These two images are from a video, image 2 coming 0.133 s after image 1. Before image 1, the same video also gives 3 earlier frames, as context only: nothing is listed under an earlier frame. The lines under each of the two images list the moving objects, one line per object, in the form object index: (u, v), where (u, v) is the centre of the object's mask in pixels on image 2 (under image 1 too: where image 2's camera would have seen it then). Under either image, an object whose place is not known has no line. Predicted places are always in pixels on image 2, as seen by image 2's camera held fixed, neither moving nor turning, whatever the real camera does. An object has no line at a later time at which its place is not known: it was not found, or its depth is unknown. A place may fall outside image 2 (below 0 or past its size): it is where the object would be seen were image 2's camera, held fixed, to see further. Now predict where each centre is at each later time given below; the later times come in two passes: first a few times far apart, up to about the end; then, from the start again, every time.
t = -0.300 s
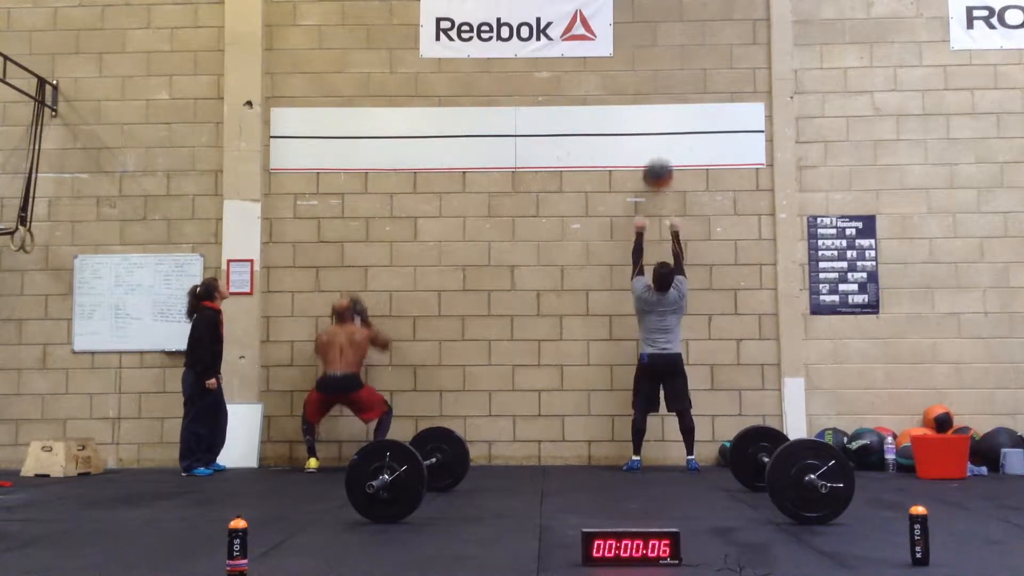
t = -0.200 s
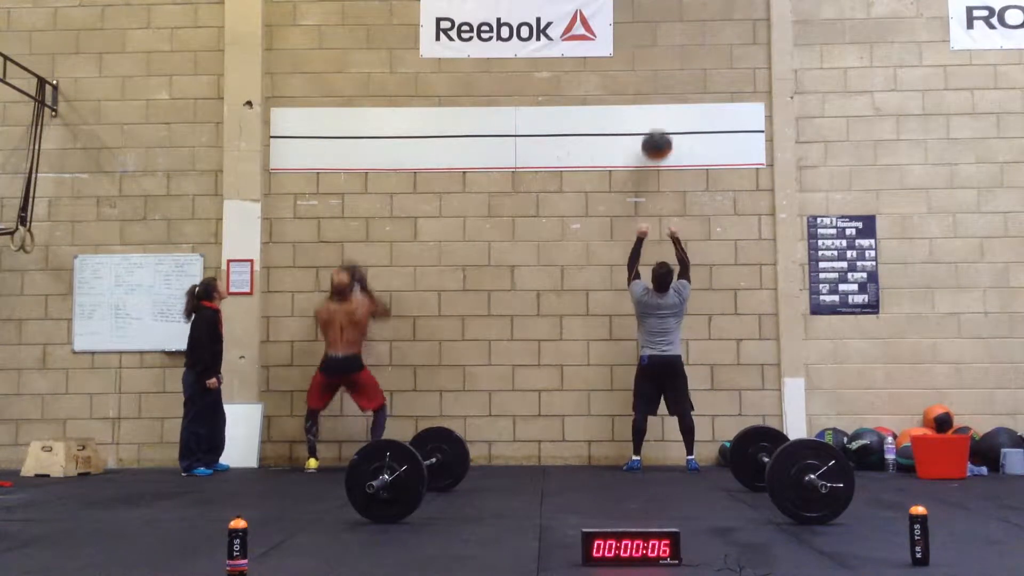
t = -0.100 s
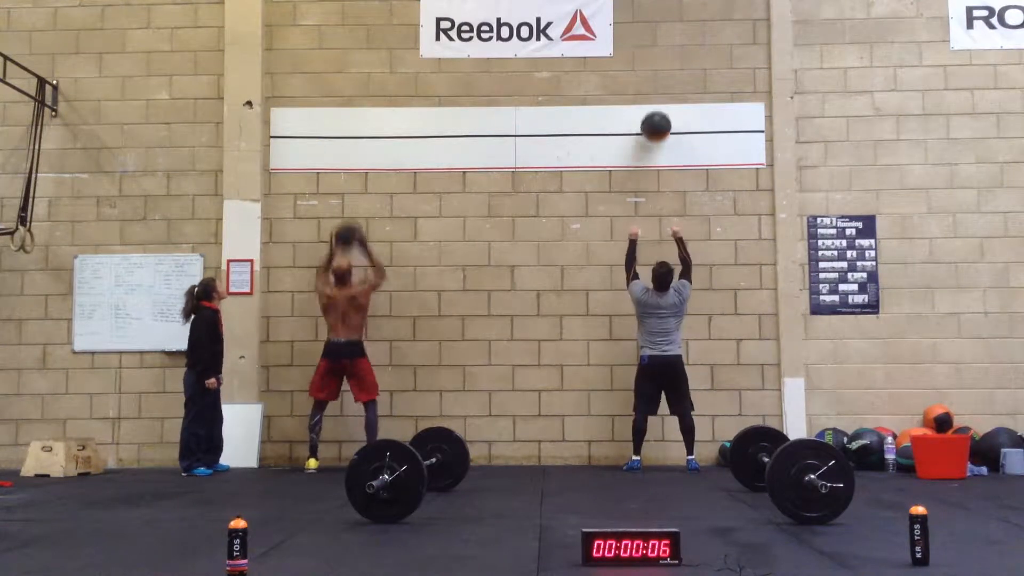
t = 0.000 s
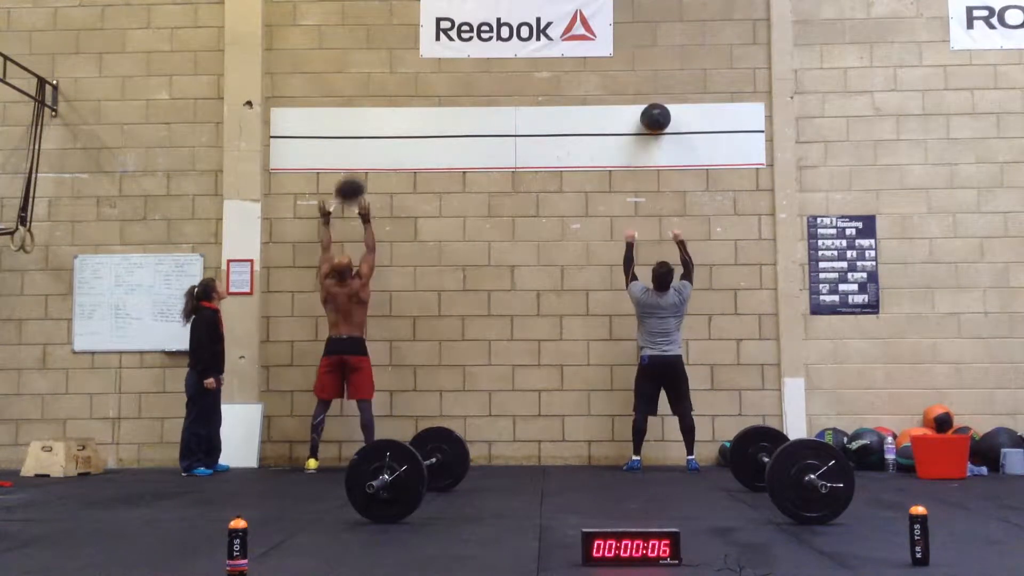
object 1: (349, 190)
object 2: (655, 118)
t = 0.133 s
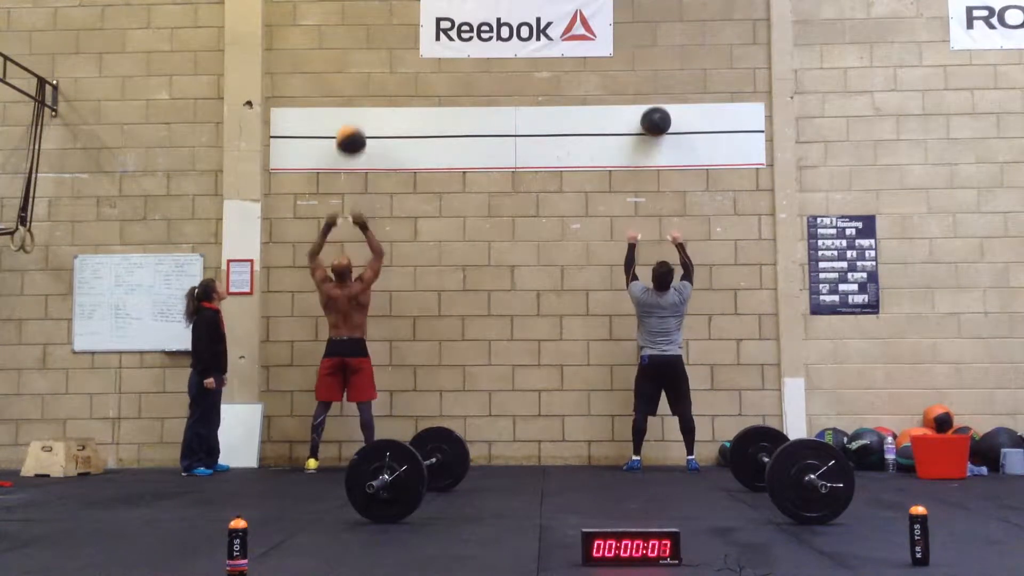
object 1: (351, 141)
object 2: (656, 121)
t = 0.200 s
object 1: (351, 124)
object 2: (656, 130)
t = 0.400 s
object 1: (354, 104)
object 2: (658, 186)
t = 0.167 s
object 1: (351, 132)
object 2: (656, 125)
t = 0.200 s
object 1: (351, 124)
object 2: (656, 130)
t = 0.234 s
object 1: (352, 119)
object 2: (656, 136)
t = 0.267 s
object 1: (352, 114)
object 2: (657, 143)
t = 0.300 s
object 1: (353, 110)
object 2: (657, 151)
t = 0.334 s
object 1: (353, 106)
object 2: (657, 161)
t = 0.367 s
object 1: (354, 104)
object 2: (658, 172)
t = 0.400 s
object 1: (354, 104)
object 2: (658, 186)
